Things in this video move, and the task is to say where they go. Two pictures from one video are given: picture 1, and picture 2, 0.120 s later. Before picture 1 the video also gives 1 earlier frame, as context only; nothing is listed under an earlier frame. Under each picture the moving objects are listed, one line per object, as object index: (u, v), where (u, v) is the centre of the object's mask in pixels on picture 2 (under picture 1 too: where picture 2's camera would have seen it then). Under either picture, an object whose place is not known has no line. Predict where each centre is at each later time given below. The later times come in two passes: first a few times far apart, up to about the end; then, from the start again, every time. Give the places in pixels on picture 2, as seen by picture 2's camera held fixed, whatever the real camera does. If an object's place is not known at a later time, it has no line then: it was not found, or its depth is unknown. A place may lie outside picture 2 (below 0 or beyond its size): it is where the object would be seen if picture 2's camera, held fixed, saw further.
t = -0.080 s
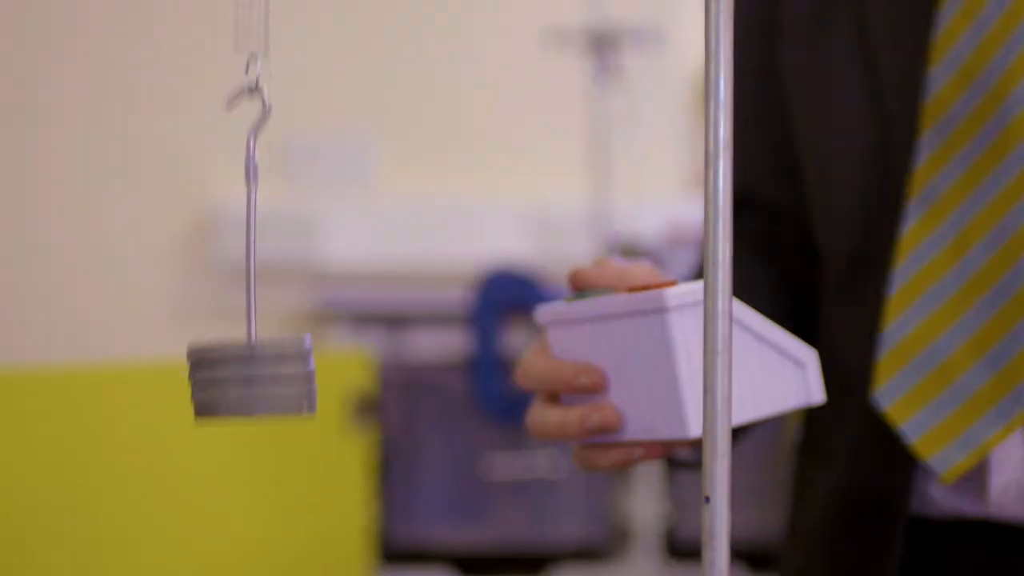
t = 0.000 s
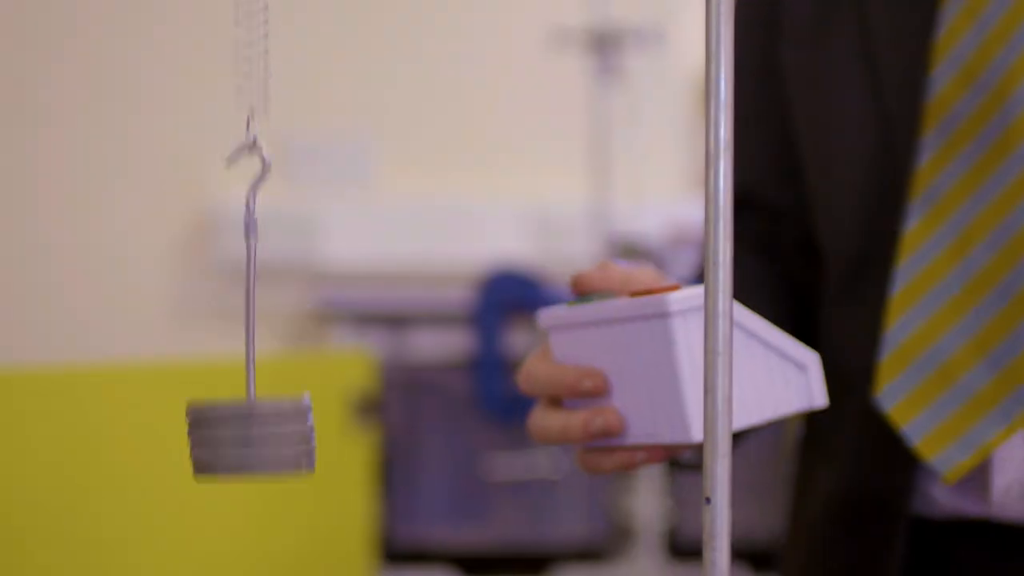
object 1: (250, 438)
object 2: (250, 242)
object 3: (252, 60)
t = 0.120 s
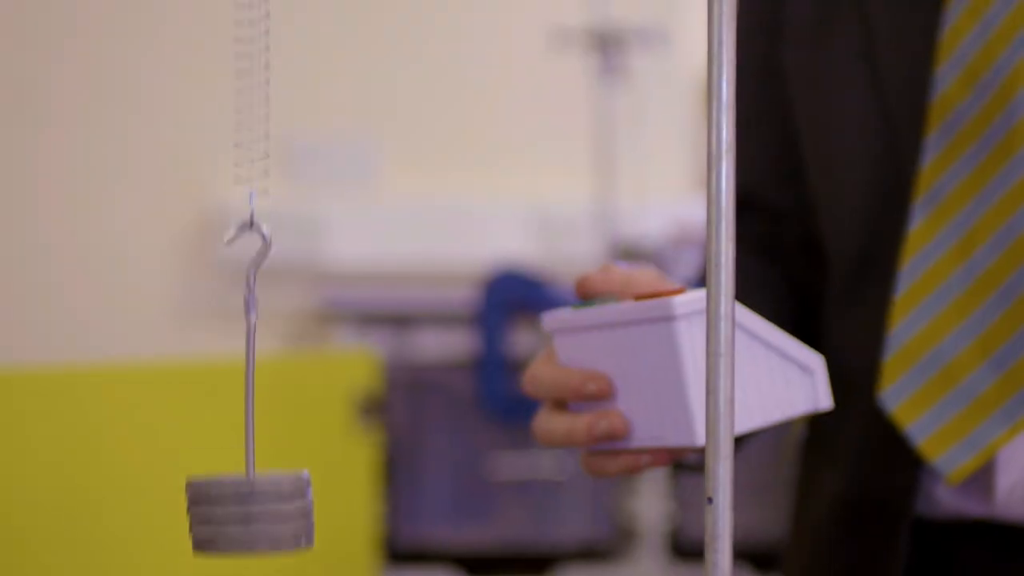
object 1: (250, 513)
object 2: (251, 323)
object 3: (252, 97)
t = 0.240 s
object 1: (248, 548)
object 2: (251, 370)
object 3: (252, 124)
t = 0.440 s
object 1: (244, 548)
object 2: (247, 372)
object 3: (251, 130)
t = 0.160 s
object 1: (250, 533)
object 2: (250, 341)
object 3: (251, 108)
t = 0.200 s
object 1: (249, 542)
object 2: (250, 355)
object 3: (252, 118)
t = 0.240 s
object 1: (248, 548)
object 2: (251, 370)
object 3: (252, 124)
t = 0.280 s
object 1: (247, 552)
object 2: (250, 377)
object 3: (252, 129)
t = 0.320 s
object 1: (246, 554)
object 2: (248, 383)
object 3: (251, 133)
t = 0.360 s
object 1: (245, 554)
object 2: (248, 384)
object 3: (250, 133)
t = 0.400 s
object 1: (245, 552)
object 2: (248, 380)
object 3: (251, 133)
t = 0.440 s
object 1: (244, 548)
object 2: (247, 372)
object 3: (251, 130)
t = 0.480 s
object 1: (244, 542)
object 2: (247, 362)
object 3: (251, 126)
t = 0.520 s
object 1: (244, 533)
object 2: (246, 346)
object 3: (250, 119)
